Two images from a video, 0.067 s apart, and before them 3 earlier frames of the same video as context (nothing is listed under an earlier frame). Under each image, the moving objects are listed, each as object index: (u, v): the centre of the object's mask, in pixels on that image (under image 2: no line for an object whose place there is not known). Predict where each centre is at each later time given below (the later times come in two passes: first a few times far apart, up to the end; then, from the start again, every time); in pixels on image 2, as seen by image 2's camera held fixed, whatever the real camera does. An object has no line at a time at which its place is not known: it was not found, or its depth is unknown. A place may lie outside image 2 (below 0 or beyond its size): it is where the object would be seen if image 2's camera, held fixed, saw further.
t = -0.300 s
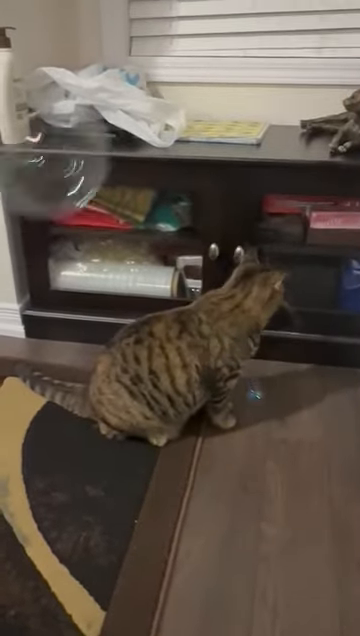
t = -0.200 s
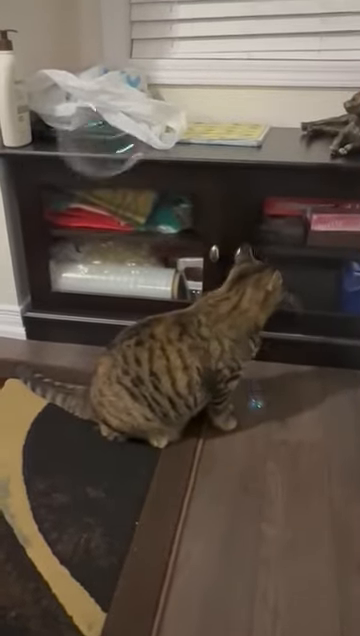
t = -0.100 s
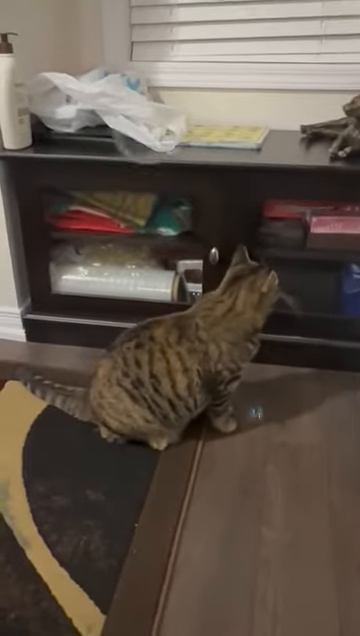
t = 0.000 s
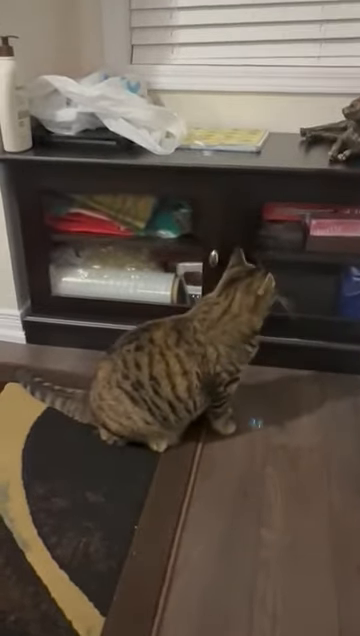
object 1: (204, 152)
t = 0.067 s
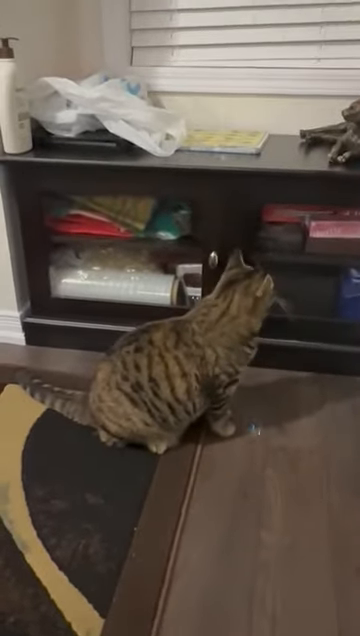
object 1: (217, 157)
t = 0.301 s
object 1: (247, 165)
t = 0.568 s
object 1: (259, 181)
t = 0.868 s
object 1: (272, 197)
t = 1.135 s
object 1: (289, 224)
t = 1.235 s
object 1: (288, 238)
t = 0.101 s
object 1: (224, 157)
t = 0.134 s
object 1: (227, 159)
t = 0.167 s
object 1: (239, 162)
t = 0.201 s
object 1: (245, 162)
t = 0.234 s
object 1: (243, 164)
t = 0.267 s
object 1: (246, 167)
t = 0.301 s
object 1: (247, 165)
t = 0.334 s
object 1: (250, 169)
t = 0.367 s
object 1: (252, 171)
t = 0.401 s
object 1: (254, 170)
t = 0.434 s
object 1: (255, 177)
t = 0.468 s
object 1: (256, 178)
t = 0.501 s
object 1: (257, 178)
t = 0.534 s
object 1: (258, 179)
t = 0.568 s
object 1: (259, 181)
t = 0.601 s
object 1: (260, 183)
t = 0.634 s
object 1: (261, 184)
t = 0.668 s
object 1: (263, 186)
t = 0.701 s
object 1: (264, 187)
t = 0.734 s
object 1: (266, 188)
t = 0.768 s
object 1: (268, 190)
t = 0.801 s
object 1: (269, 193)
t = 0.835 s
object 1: (271, 195)
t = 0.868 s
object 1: (272, 197)
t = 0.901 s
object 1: (274, 199)
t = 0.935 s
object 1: (275, 205)
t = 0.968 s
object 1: (276, 207)
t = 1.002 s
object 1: (278, 210)
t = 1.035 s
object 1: (280, 212)
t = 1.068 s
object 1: (283, 215)
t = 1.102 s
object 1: (285, 220)
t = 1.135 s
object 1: (289, 224)
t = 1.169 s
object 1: (284, 230)
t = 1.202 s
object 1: (284, 229)
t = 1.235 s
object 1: (288, 238)
